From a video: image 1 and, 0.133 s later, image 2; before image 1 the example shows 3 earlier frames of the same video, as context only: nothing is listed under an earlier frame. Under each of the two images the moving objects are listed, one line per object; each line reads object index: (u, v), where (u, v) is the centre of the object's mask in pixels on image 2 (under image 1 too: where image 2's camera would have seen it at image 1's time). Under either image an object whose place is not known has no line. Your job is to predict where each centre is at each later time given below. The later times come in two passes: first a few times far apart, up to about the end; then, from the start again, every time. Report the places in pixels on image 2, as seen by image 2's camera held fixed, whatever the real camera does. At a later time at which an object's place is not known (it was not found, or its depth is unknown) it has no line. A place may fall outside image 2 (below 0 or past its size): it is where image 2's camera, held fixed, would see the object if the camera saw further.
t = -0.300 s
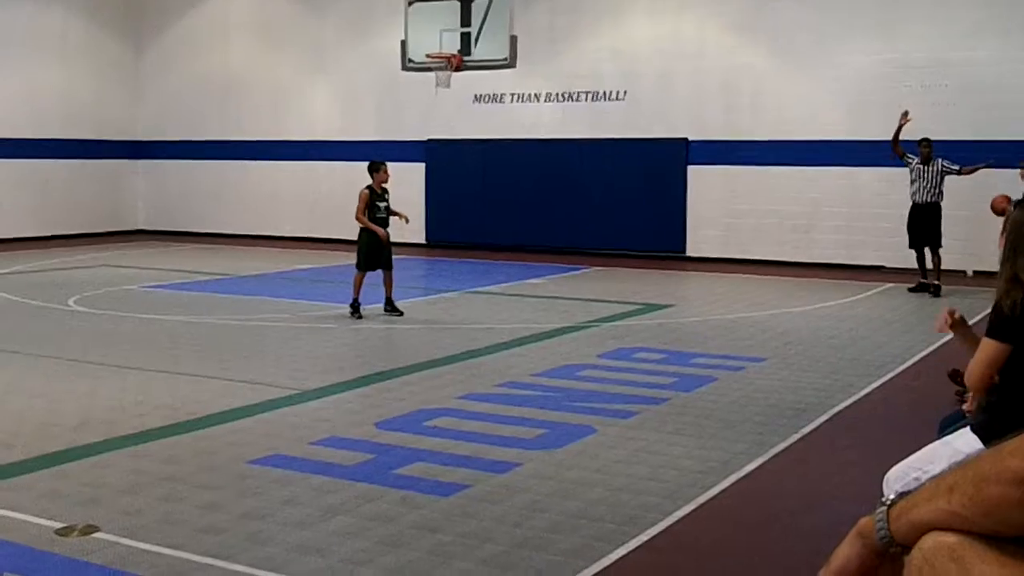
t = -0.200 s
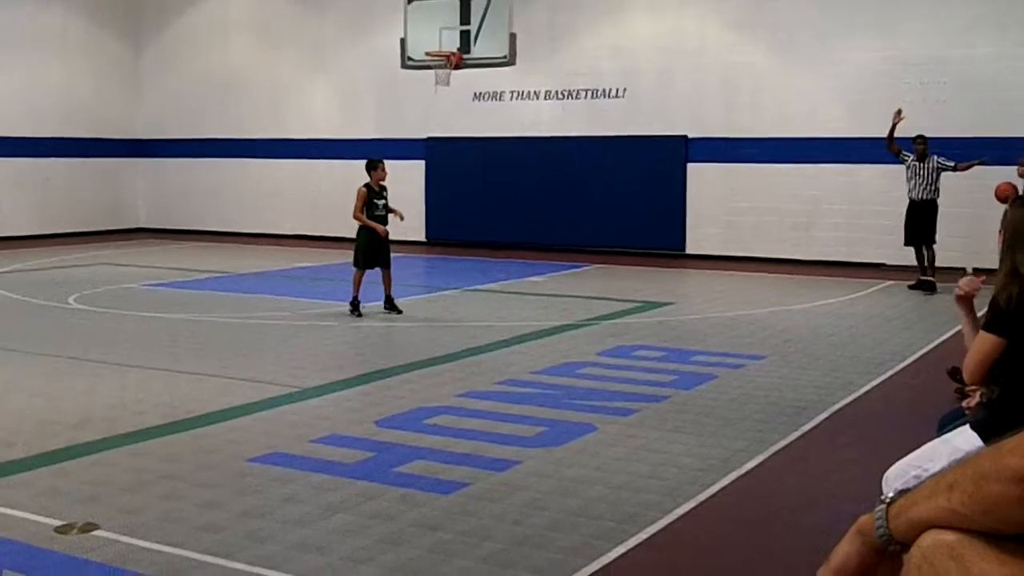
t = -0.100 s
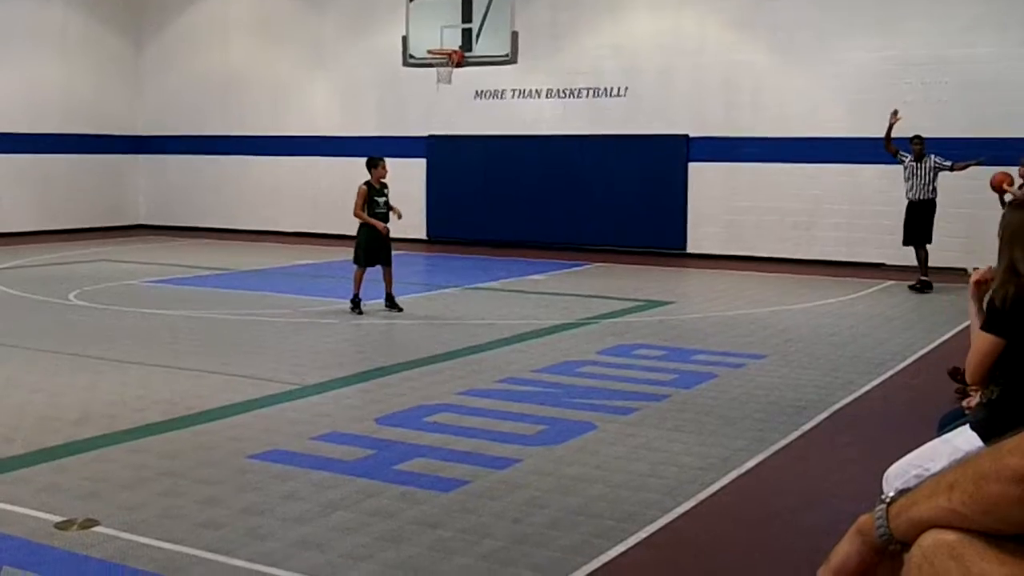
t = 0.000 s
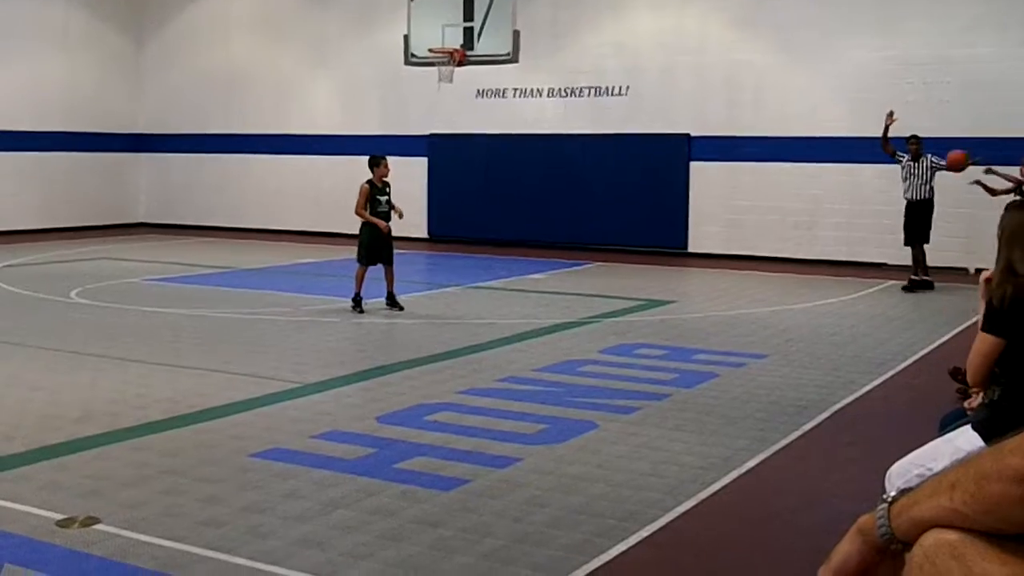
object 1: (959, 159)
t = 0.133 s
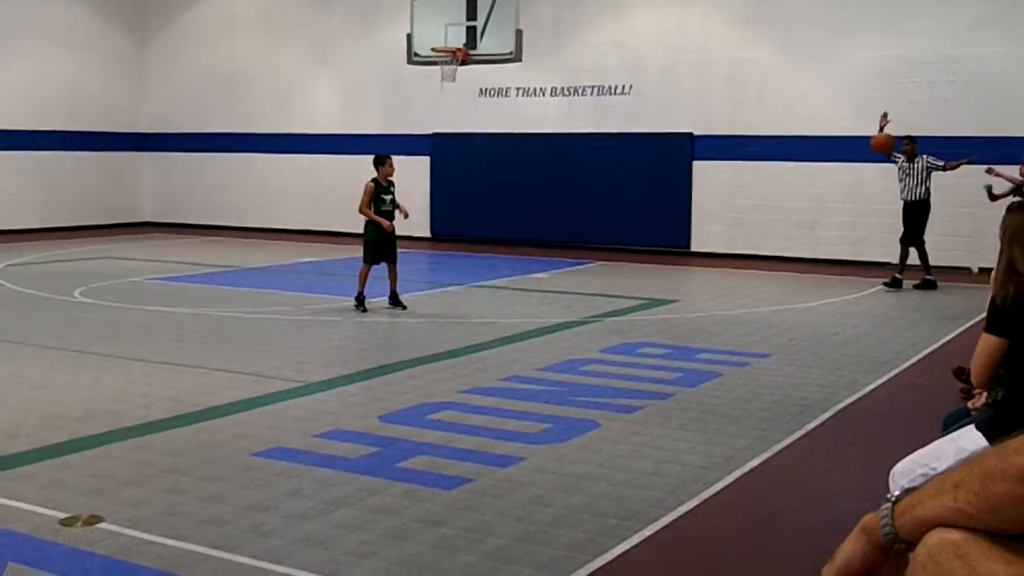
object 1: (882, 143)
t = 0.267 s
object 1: (803, 144)
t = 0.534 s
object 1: (639, 199)
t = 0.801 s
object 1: (485, 291)
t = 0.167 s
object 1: (861, 142)
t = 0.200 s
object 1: (842, 142)
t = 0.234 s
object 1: (821, 143)
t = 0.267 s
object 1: (803, 144)
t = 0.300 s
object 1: (782, 146)
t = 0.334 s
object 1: (762, 151)
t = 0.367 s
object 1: (741, 156)
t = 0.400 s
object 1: (721, 163)
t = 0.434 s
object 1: (700, 171)
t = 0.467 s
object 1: (680, 178)
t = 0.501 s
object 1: (660, 189)
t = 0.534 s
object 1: (639, 199)
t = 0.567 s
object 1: (619, 211)
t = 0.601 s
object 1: (598, 223)
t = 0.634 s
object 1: (578, 238)
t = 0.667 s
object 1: (556, 254)
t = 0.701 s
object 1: (536, 272)
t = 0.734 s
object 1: (514, 289)
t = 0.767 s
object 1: (495, 305)
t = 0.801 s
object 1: (485, 291)
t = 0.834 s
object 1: (477, 276)
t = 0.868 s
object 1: (467, 262)
